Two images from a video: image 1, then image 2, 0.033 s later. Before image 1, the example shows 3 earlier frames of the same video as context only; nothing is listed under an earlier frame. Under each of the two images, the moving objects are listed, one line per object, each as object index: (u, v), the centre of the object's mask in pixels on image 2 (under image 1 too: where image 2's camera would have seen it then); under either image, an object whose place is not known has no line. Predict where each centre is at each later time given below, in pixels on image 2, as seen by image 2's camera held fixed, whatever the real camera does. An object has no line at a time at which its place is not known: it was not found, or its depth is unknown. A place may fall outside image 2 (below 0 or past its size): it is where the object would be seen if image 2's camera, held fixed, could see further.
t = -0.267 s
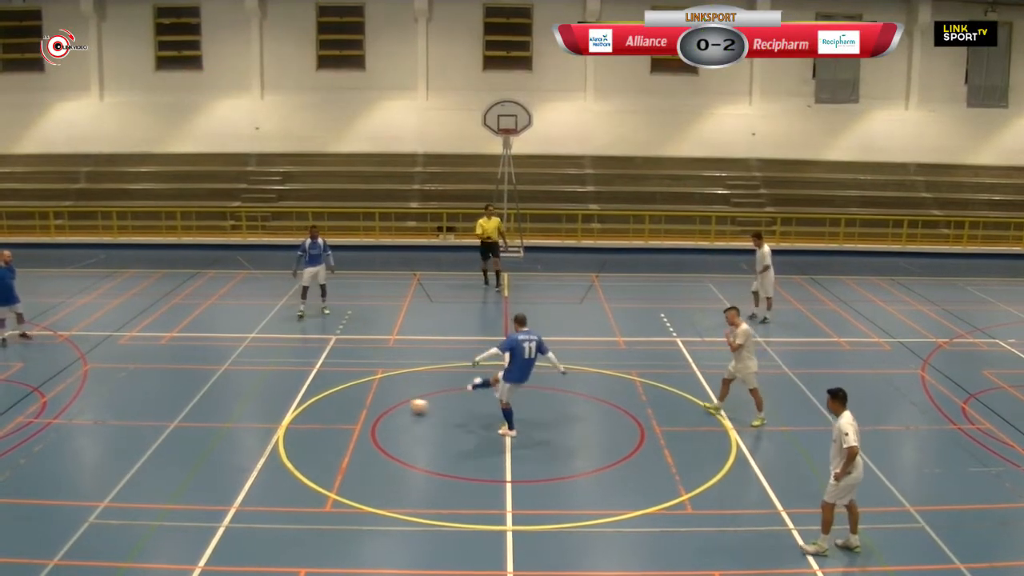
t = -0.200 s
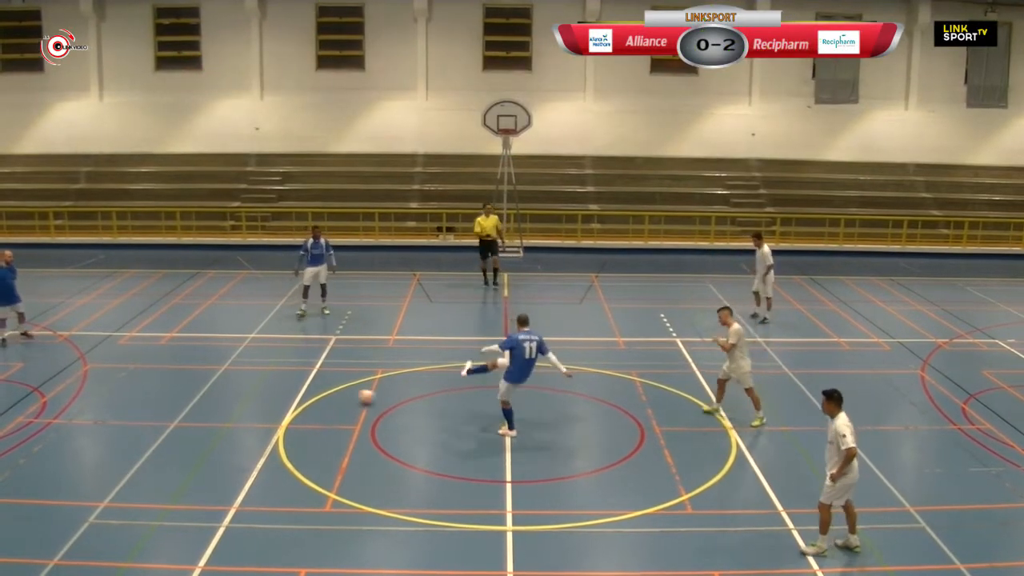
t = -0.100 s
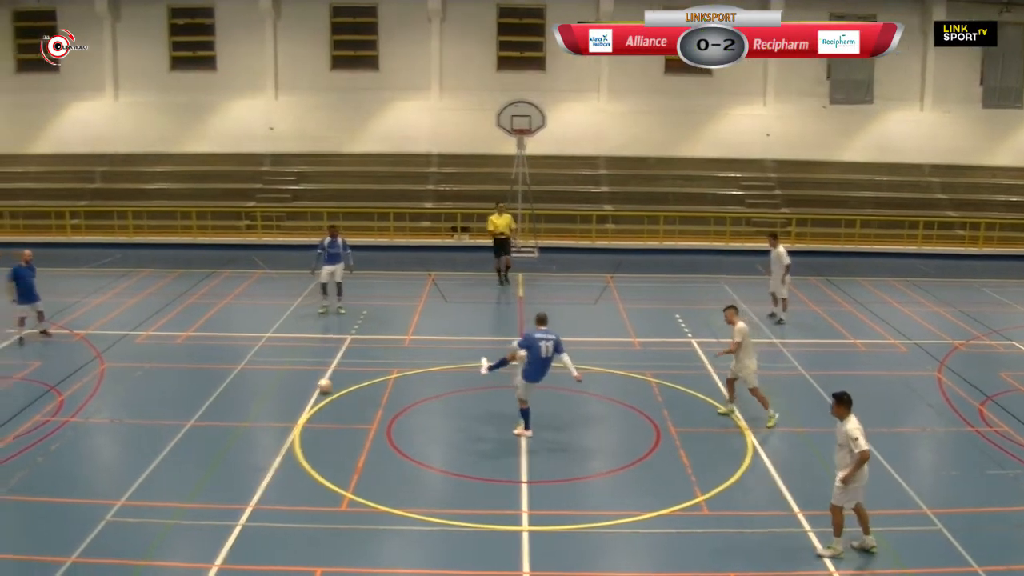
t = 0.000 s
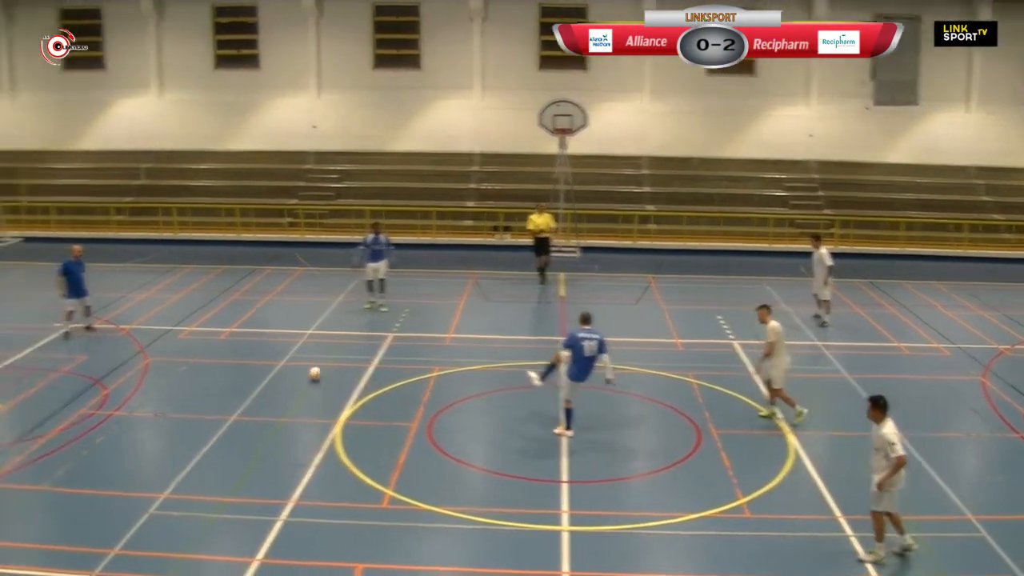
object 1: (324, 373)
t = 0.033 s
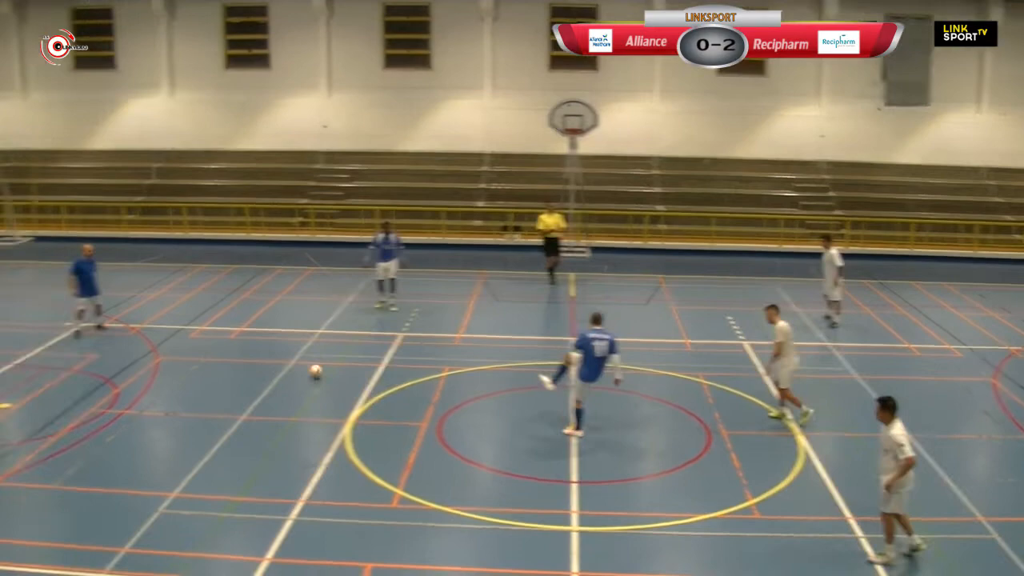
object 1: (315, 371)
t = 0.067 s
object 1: (299, 367)
